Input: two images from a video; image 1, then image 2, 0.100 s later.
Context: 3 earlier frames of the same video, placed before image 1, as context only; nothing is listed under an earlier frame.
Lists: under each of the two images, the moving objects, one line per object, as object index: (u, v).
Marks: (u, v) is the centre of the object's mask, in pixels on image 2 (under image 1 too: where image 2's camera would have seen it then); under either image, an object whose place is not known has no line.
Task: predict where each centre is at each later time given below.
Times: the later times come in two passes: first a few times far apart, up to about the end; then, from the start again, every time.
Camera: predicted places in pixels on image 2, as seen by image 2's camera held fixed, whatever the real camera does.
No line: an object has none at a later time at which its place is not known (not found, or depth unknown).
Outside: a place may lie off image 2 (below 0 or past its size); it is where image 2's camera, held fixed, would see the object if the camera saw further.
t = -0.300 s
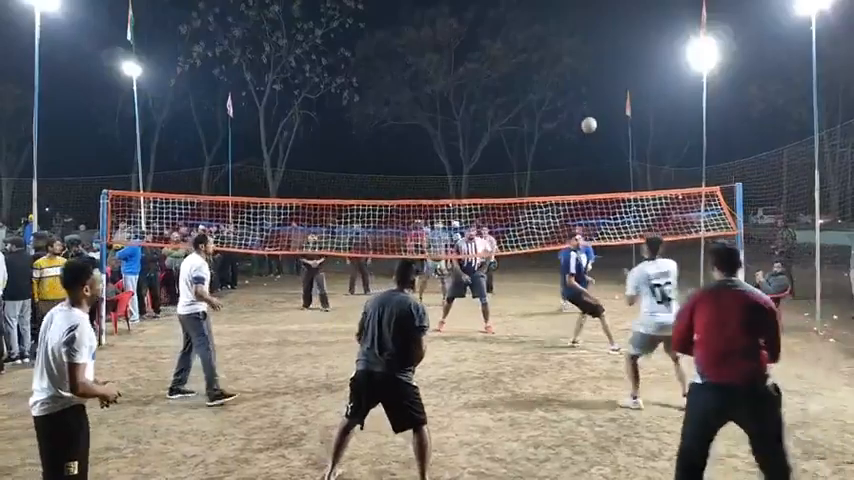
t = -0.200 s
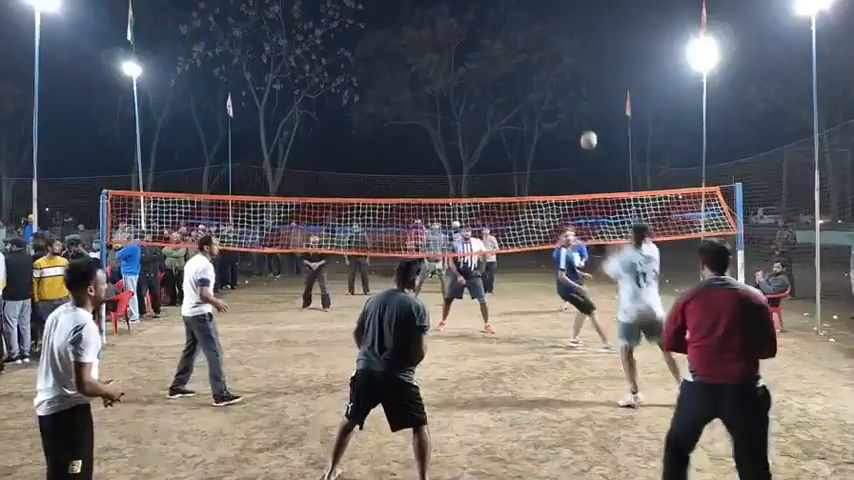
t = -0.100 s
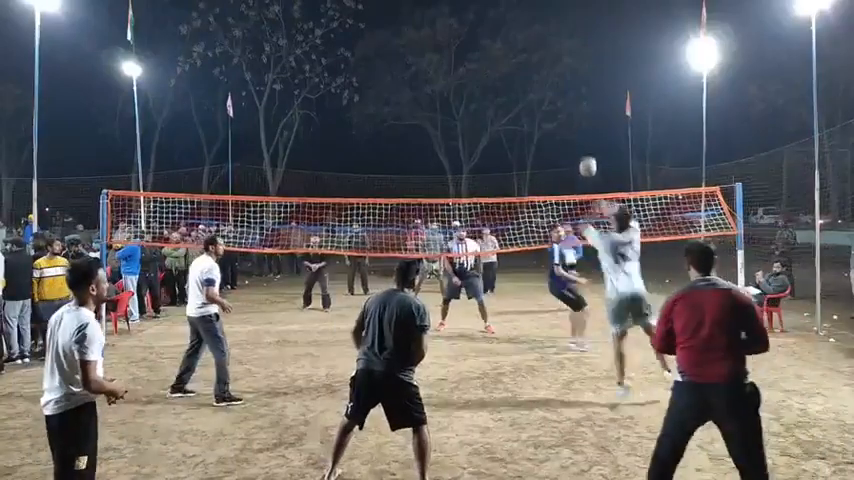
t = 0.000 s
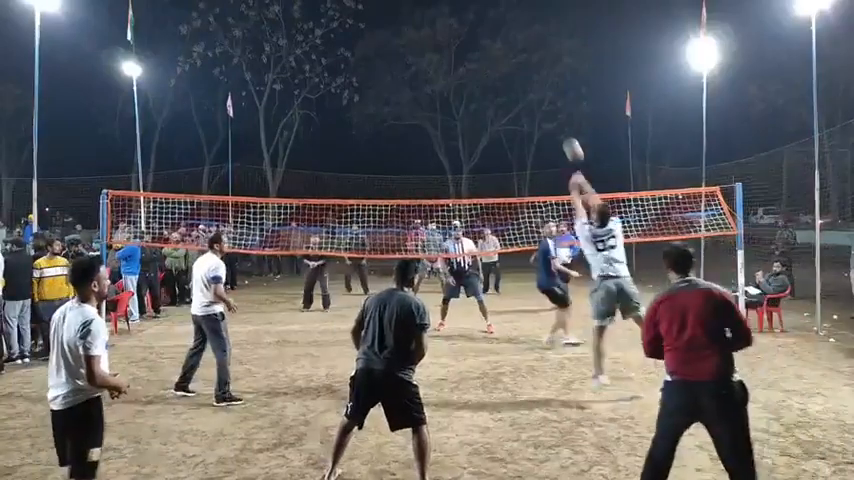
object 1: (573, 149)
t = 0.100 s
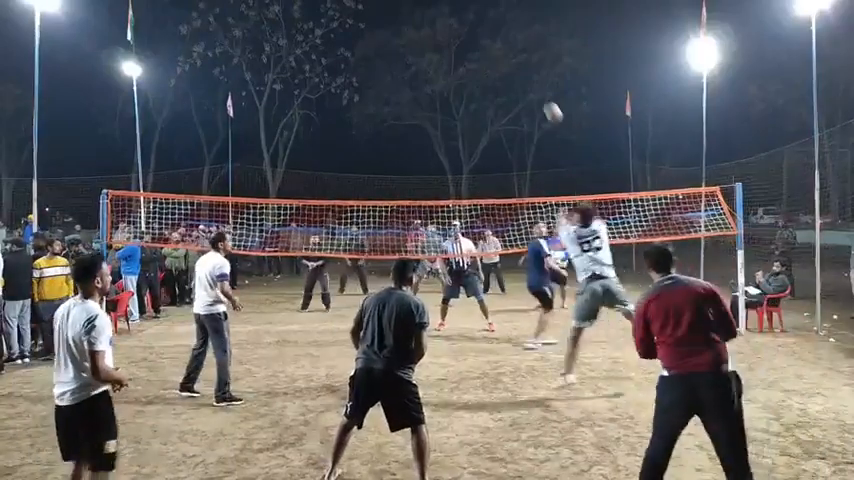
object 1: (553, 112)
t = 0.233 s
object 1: (531, 83)
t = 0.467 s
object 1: (505, 73)
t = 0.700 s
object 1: (486, 97)
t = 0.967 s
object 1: (472, 150)
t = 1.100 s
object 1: (466, 184)
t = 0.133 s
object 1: (547, 103)
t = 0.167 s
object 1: (541, 95)
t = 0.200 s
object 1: (536, 89)
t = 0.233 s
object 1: (531, 83)
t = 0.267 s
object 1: (527, 80)
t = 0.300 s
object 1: (523, 76)
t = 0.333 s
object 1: (518, 73)
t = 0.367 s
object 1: (515, 72)
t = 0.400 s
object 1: (511, 71)
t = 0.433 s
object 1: (508, 72)
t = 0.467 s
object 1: (505, 73)
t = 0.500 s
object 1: (502, 74)
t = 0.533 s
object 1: (499, 77)
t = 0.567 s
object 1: (496, 80)
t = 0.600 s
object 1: (493, 83)
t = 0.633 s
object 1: (491, 87)
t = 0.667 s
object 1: (488, 92)
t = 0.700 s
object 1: (486, 97)
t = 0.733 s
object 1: (484, 102)
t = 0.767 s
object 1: (482, 108)
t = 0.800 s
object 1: (480, 114)
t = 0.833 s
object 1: (478, 120)
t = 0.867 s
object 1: (476, 127)
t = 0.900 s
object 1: (475, 135)
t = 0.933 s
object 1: (473, 142)
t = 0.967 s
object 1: (472, 150)
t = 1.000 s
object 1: (470, 158)
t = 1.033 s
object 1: (469, 166)
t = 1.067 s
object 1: (468, 175)
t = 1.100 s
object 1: (466, 184)
